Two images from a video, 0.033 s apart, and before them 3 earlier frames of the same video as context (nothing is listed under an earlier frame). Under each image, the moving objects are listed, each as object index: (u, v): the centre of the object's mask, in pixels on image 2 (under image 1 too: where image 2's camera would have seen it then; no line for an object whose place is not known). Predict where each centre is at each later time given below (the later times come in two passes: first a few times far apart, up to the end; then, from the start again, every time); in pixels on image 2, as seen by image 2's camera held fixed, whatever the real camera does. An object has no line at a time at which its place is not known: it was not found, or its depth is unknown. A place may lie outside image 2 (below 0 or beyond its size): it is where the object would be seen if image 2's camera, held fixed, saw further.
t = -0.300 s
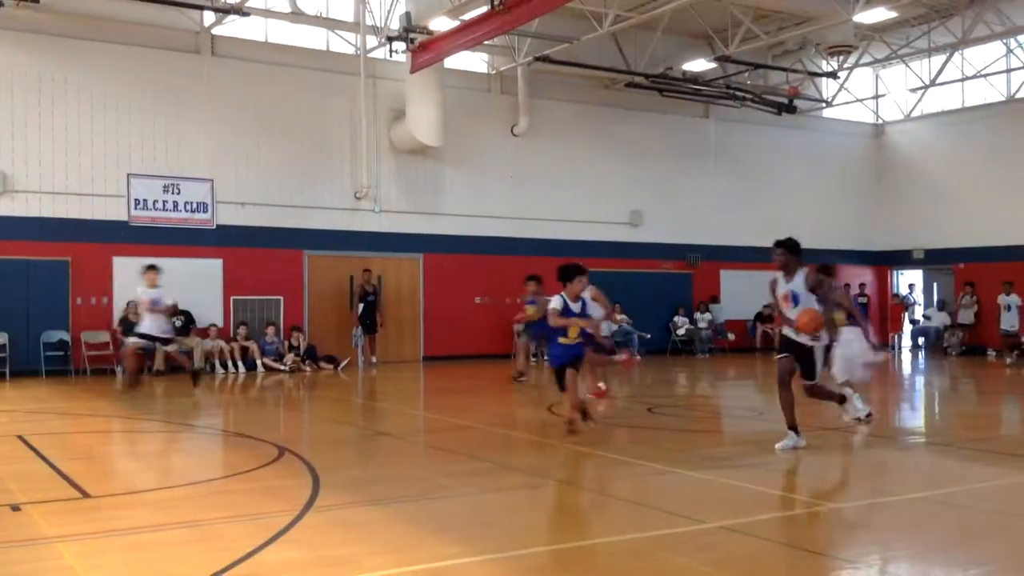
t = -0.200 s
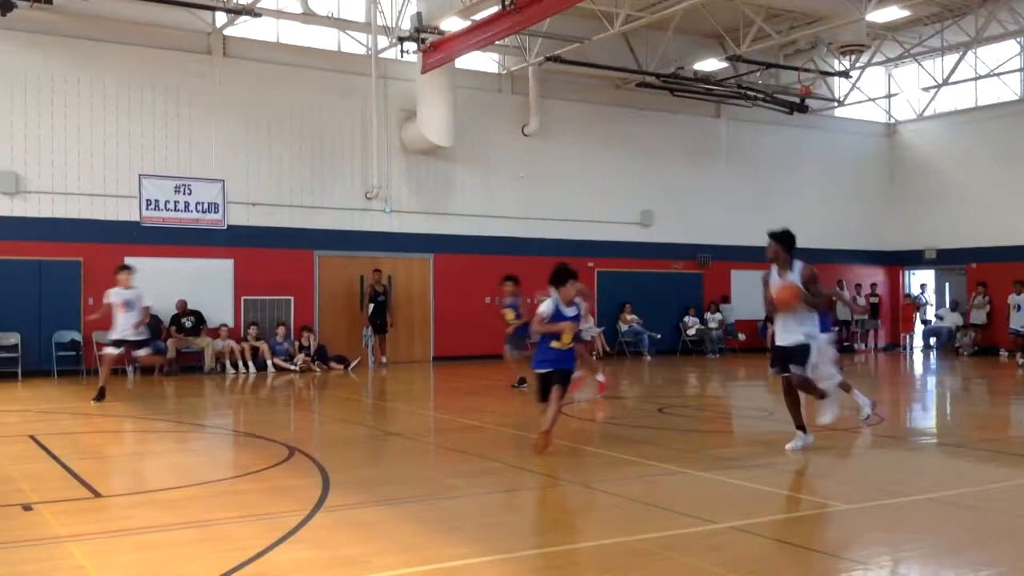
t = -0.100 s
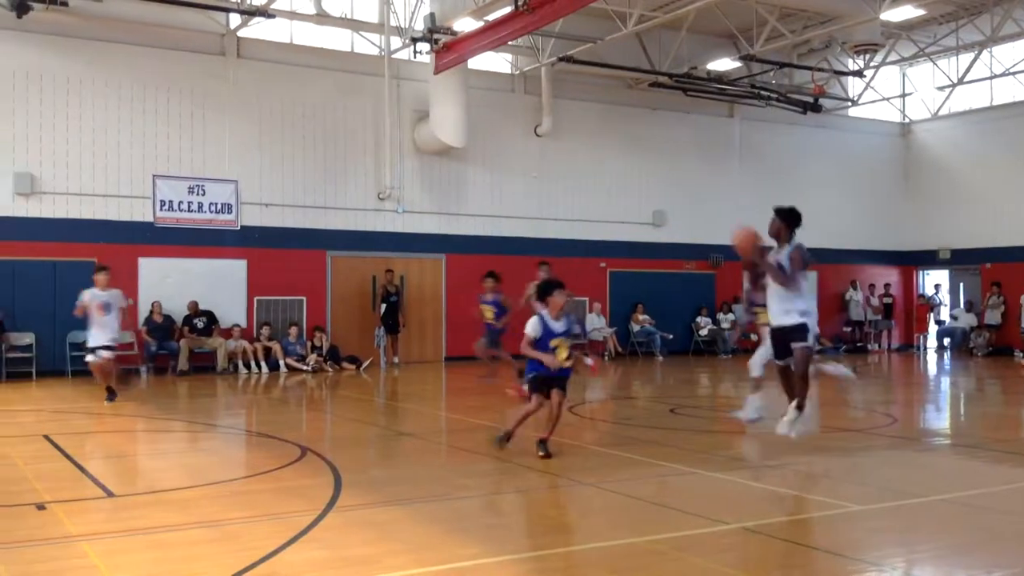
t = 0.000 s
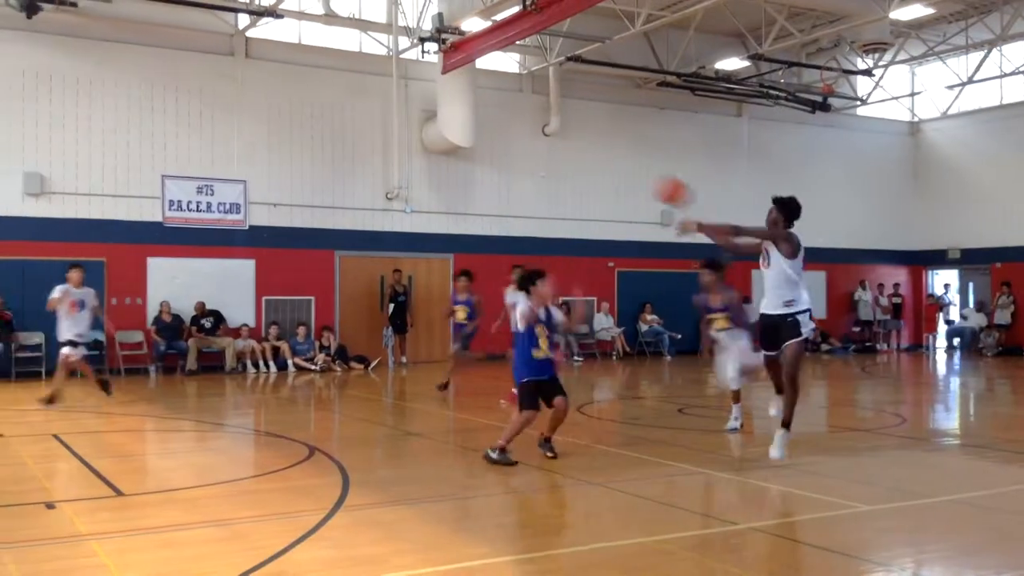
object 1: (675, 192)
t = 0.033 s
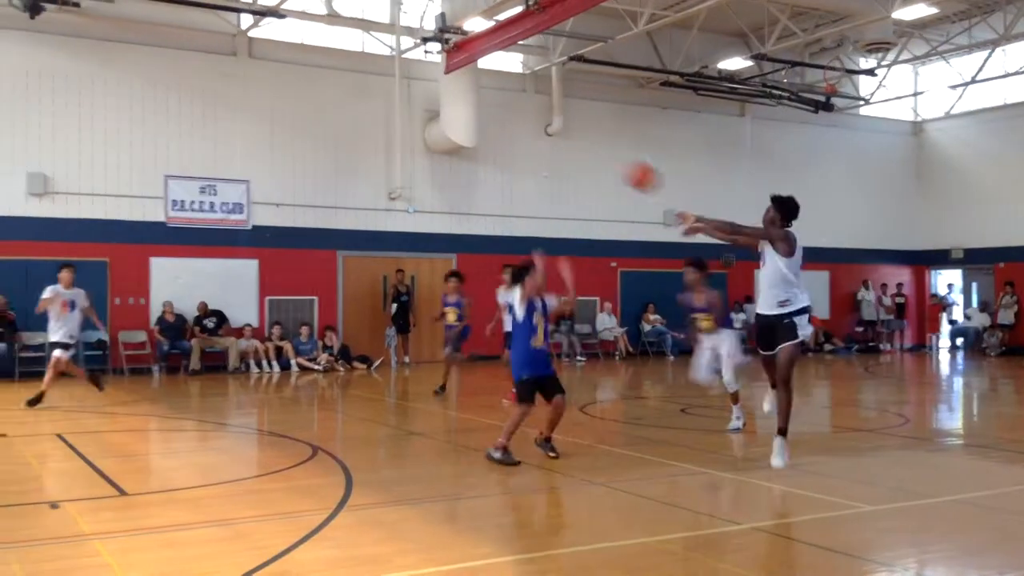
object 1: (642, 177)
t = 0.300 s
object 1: (371, 100)
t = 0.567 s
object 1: (101, 102)
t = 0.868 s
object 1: (-210, 204)
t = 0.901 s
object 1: (-246, 219)
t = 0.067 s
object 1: (608, 163)
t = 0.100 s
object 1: (574, 150)
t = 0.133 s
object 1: (539, 139)
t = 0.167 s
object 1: (505, 129)
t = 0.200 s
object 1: (473, 120)
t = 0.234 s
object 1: (435, 112)
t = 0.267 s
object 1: (404, 105)
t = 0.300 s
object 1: (371, 100)
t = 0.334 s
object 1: (338, 96)
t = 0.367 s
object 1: (304, 93)
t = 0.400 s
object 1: (269, 91)
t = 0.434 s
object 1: (235, 91)
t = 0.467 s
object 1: (202, 92)
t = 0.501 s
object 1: (168, 94)
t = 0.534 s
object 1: (134, 98)
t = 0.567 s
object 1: (101, 102)
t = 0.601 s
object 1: (66, 108)
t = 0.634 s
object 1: (33, 114)
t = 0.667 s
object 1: (-2, 123)
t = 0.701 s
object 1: (-36, 133)
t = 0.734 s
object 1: (-71, 144)
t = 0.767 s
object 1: (-106, 157)
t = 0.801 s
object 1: (-141, 171)
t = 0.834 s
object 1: (-175, 187)
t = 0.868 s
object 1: (-210, 204)
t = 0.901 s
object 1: (-246, 219)
